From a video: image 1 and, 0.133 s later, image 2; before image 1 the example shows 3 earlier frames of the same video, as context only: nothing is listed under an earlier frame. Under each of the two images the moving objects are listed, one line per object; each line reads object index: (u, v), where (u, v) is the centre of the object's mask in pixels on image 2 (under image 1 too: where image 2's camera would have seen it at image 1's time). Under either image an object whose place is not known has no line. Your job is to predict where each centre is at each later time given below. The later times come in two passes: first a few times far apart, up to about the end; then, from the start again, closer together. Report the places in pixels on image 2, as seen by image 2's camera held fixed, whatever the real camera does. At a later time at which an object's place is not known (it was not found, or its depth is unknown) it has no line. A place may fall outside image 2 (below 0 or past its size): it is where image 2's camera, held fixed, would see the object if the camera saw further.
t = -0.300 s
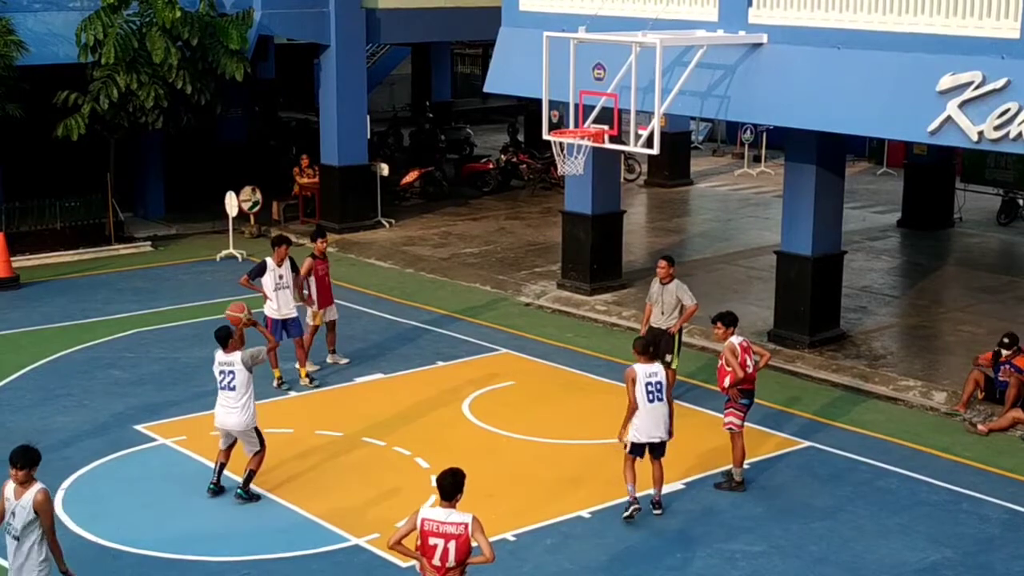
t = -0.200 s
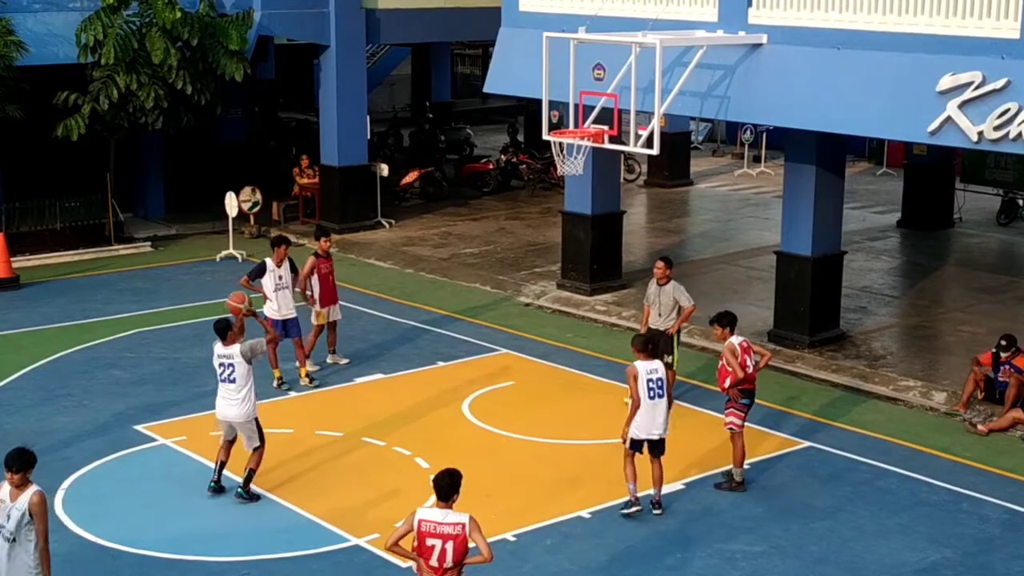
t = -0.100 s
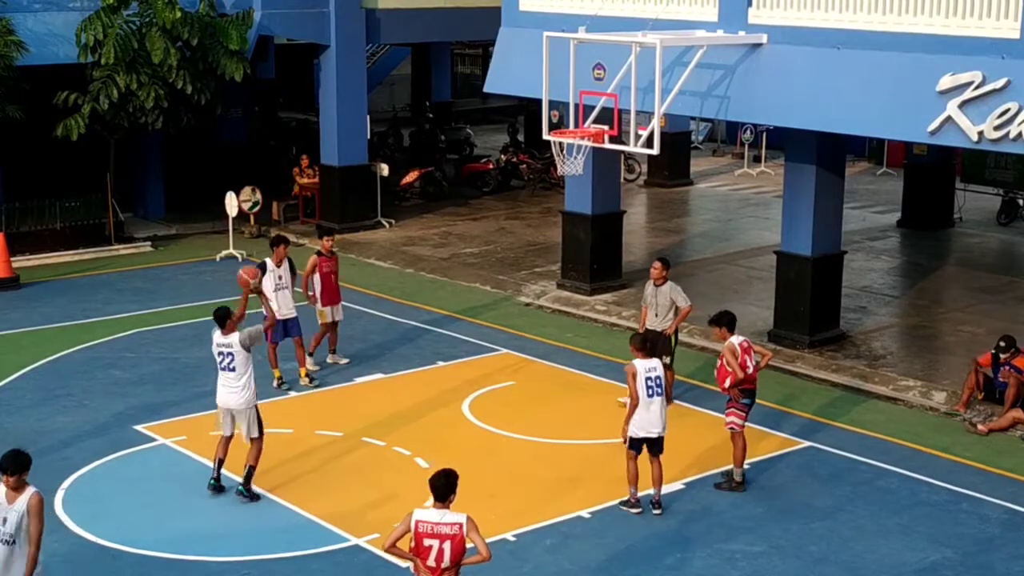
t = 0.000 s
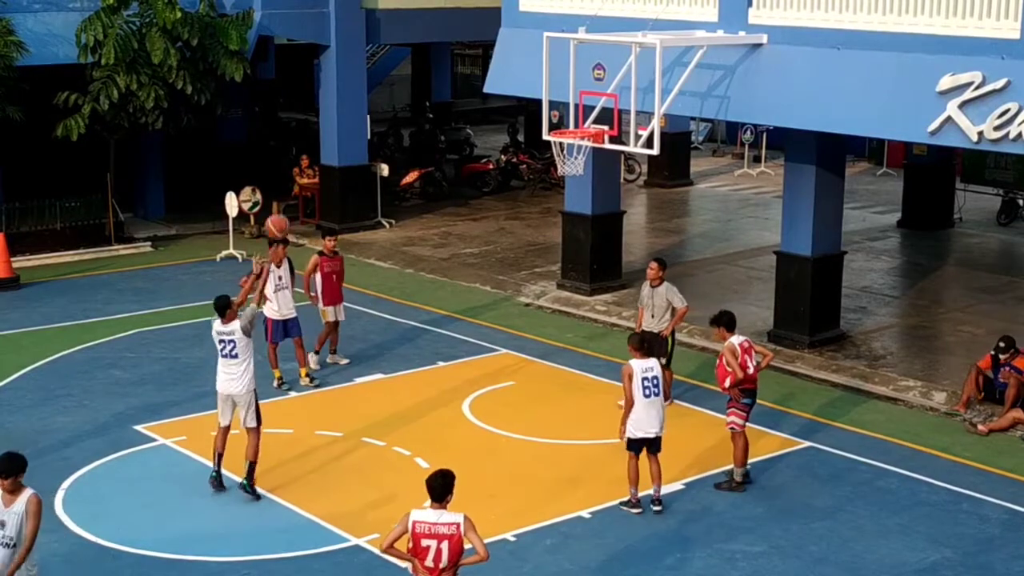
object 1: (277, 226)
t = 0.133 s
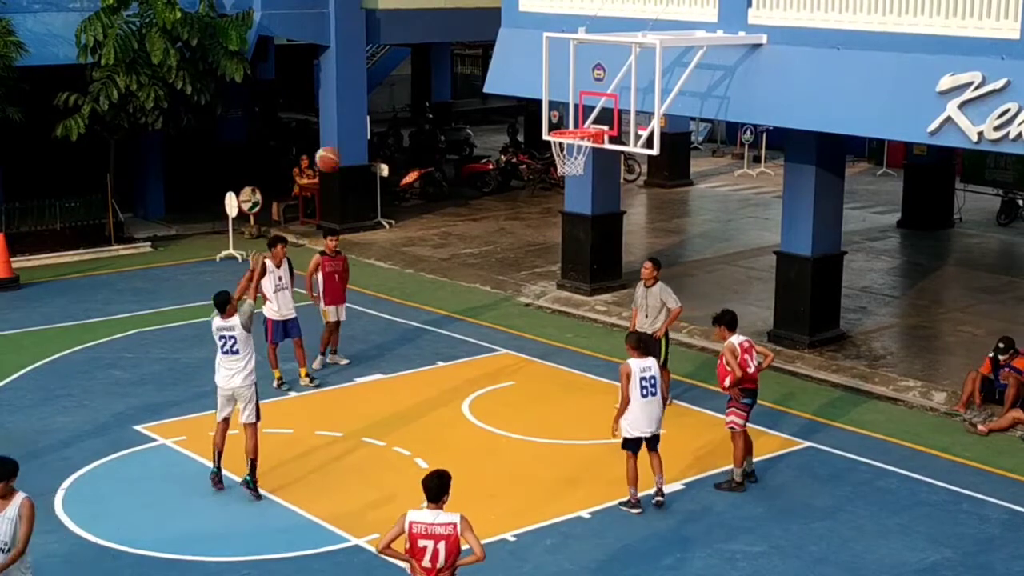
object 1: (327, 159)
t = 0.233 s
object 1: (364, 121)
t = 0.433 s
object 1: (433, 78)
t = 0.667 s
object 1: (506, 78)
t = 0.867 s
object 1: (562, 116)
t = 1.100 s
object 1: (589, 159)
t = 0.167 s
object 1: (340, 145)
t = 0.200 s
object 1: (352, 132)
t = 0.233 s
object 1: (364, 121)
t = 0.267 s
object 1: (376, 110)
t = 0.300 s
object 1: (387, 102)
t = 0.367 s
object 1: (410, 88)
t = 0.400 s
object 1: (422, 82)
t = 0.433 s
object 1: (433, 78)
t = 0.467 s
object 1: (443, 74)
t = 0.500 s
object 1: (454, 72)
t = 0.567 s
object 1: (474, 71)
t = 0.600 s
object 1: (485, 72)
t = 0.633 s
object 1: (495, 75)
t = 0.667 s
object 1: (506, 78)
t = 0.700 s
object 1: (515, 82)
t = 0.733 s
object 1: (525, 87)
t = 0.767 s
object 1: (535, 94)
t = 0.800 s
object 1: (544, 100)
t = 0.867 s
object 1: (562, 116)
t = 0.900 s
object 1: (571, 125)
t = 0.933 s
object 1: (579, 134)
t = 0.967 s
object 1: (588, 147)
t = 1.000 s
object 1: (591, 151)
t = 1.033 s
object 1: (593, 152)
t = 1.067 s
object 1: (592, 154)
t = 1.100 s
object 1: (589, 159)
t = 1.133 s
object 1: (587, 163)
